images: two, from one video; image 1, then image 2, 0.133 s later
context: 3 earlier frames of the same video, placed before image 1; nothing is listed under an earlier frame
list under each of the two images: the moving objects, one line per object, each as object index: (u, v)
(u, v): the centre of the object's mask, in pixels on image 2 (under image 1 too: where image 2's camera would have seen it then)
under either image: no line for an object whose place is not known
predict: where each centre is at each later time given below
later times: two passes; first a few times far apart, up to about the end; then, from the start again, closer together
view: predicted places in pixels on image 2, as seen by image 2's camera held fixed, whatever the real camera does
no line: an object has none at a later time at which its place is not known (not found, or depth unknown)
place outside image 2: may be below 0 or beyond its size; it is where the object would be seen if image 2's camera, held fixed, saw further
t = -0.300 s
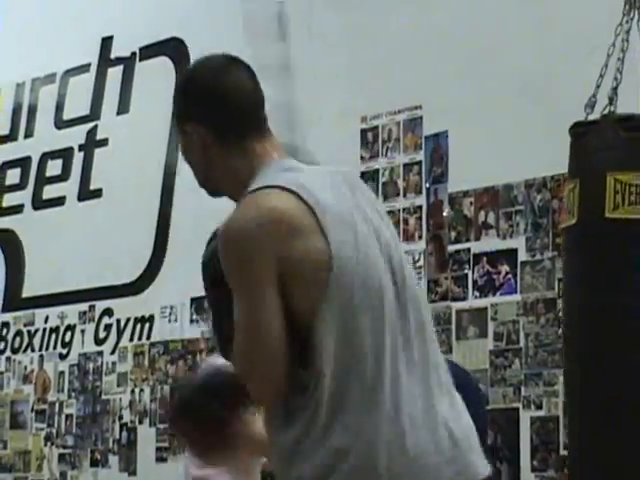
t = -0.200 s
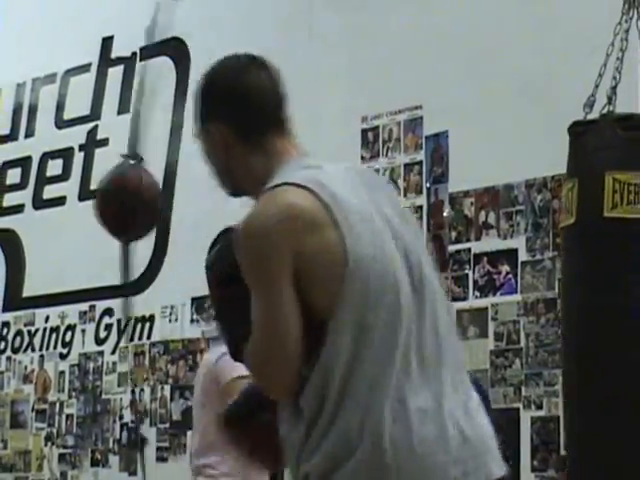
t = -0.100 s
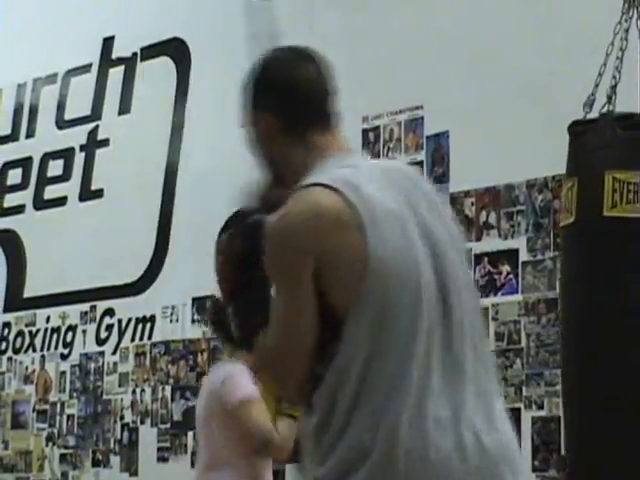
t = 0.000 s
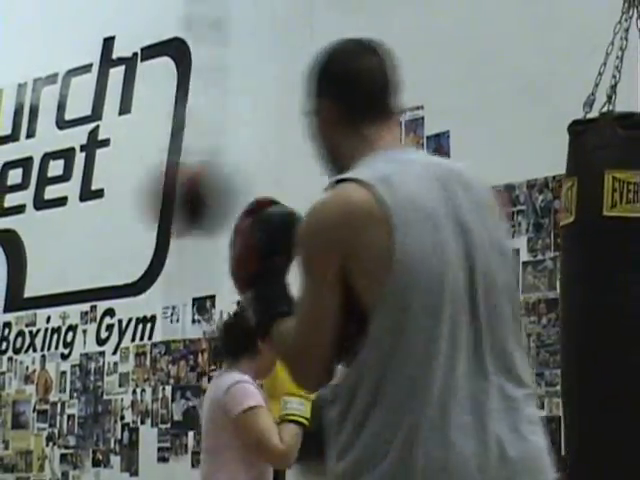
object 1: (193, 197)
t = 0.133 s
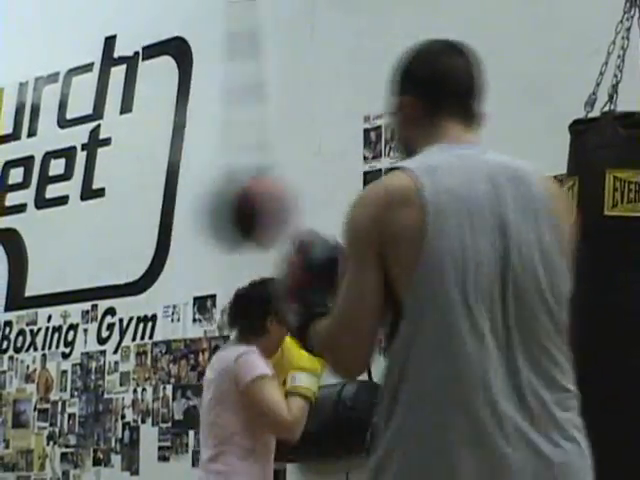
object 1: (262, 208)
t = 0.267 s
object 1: (172, 199)
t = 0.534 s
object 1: (159, 203)
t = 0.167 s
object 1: (291, 195)
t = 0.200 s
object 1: (286, 192)
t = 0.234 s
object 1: (239, 192)
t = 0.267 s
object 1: (172, 199)
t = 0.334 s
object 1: (161, 205)
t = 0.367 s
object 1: (226, 213)
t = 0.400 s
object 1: (270, 210)
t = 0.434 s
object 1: (280, 203)
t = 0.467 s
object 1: (264, 196)
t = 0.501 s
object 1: (210, 200)
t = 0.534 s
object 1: (159, 203)
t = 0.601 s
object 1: (193, 210)
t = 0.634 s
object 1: (239, 215)
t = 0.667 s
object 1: (274, 208)
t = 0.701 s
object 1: (279, 204)
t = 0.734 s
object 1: (247, 200)
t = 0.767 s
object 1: (202, 201)
